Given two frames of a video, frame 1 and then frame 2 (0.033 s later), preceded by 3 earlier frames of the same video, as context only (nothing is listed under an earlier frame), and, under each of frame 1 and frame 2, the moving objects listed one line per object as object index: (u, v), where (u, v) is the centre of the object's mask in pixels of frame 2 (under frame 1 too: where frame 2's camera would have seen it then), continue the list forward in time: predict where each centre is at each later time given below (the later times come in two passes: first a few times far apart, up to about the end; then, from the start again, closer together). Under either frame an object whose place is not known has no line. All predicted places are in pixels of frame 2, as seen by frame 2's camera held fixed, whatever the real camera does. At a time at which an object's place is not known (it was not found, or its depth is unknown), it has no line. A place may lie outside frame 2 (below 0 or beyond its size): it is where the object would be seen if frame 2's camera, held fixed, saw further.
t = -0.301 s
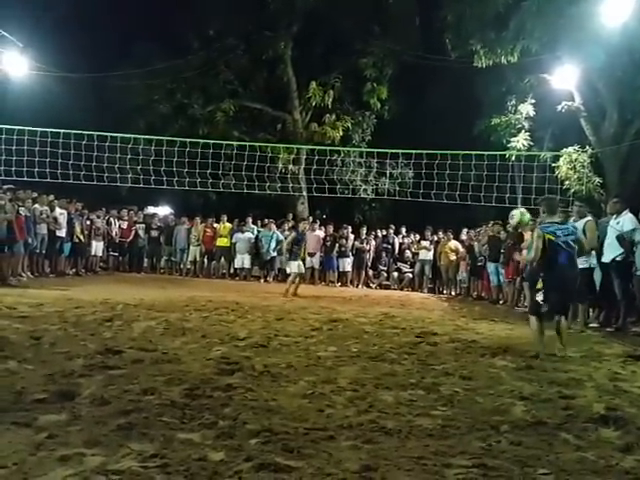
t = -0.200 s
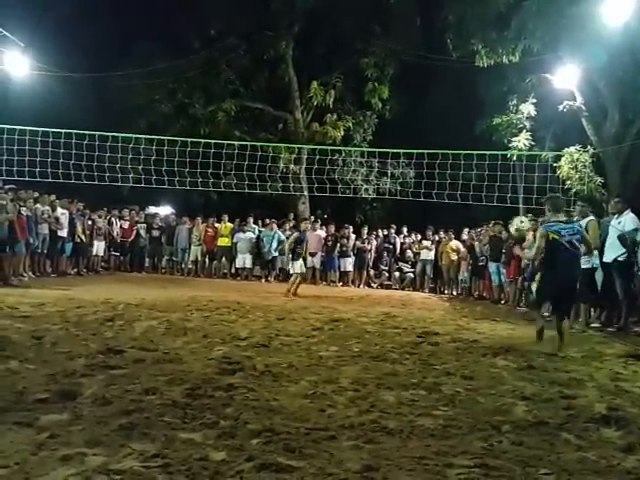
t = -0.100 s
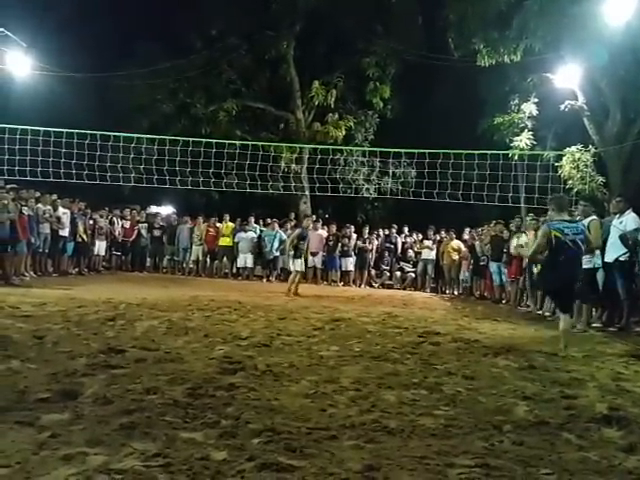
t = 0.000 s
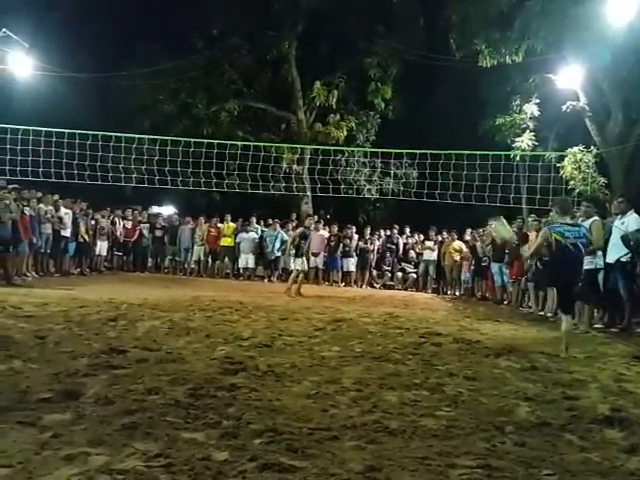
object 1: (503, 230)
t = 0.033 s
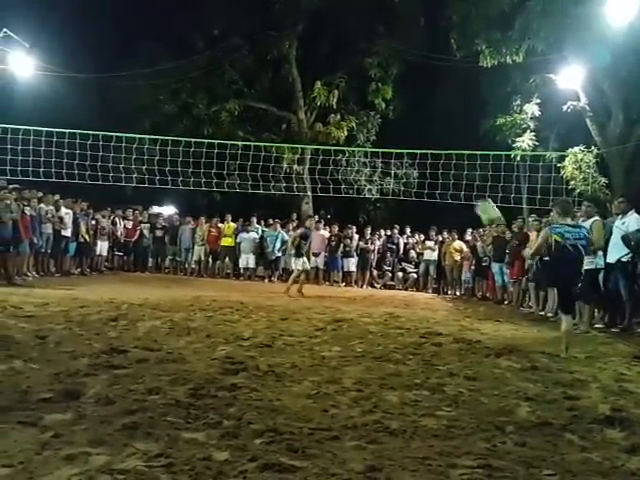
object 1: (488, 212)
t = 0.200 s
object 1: (424, 139)
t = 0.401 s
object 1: (354, 89)
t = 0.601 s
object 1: (290, 74)
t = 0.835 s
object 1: (225, 93)
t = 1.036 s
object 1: (176, 138)
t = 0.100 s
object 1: (463, 180)
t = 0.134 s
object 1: (450, 165)
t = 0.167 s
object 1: (437, 150)
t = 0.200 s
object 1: (424, 139)
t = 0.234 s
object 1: (412, 128)
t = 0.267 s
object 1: (400, 118)
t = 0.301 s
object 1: (388, 110)
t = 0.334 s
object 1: (377, 102)
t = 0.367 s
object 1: (365, 95)
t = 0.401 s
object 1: (354, 89)
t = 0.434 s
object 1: (343, 84)
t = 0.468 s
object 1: (332, 80)
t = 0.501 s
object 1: (321, 77)
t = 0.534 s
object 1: (310, 75)
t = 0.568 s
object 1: (300, 75)
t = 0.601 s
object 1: (290, 74)
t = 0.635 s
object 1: (280, 75)
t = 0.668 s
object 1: (270, 76)
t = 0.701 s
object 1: (261, 78)
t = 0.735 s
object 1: (251, 81)
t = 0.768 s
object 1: (242, 85)
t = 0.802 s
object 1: (233, 89)
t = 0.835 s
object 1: (225, 93)
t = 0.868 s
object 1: (216, 100)
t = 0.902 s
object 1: (207, 107)
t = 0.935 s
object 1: (199, 113)
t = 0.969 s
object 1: (191, 121)
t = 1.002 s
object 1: (184, 129)
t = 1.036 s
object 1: (176, 138)
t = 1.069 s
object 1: (167, 148)
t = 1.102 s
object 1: (160, 157)
